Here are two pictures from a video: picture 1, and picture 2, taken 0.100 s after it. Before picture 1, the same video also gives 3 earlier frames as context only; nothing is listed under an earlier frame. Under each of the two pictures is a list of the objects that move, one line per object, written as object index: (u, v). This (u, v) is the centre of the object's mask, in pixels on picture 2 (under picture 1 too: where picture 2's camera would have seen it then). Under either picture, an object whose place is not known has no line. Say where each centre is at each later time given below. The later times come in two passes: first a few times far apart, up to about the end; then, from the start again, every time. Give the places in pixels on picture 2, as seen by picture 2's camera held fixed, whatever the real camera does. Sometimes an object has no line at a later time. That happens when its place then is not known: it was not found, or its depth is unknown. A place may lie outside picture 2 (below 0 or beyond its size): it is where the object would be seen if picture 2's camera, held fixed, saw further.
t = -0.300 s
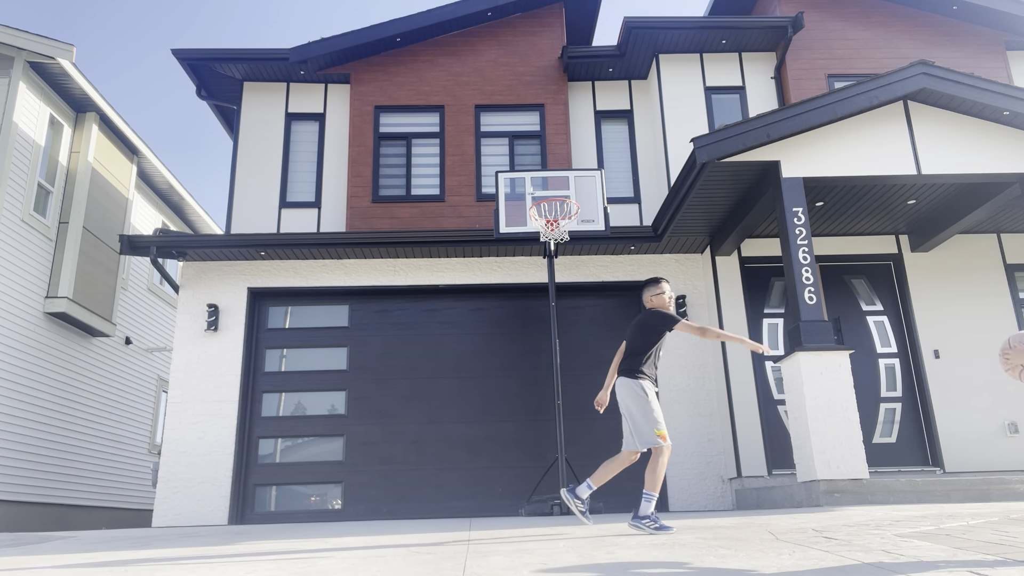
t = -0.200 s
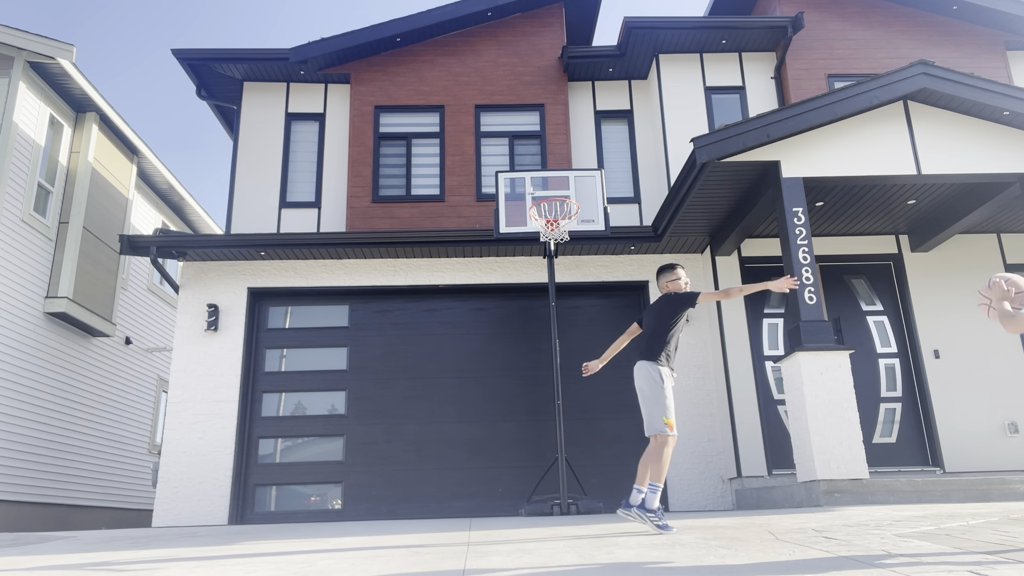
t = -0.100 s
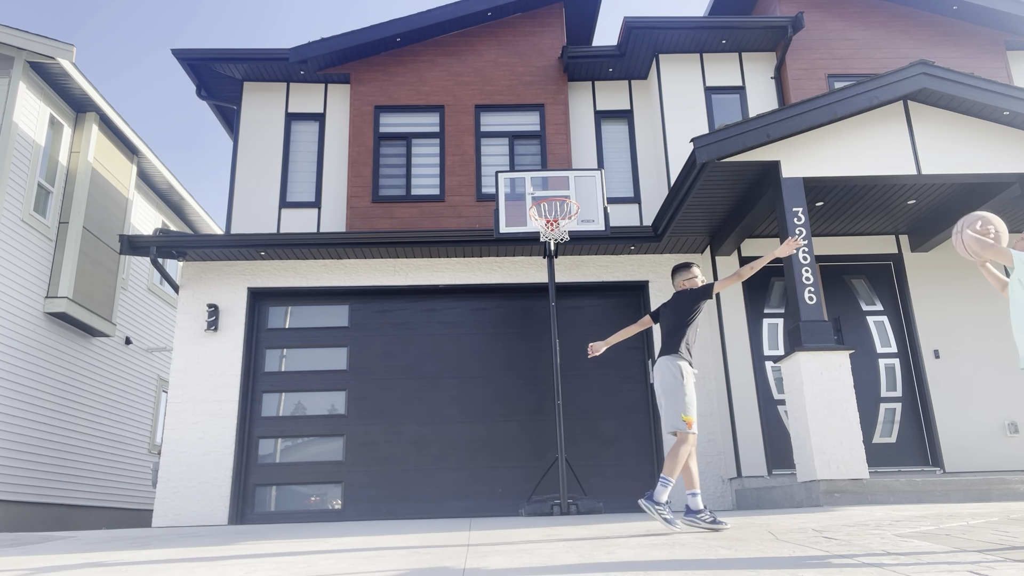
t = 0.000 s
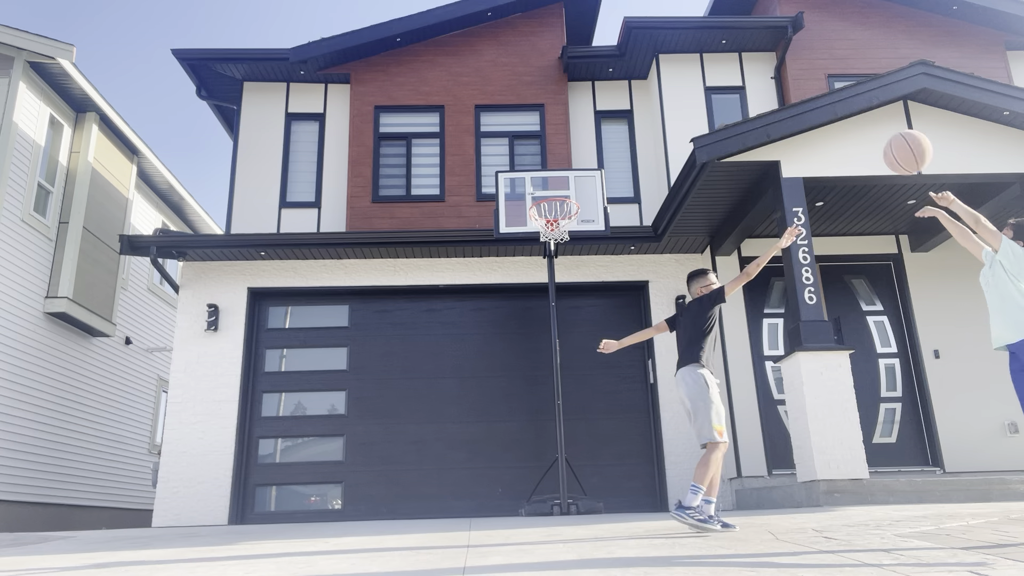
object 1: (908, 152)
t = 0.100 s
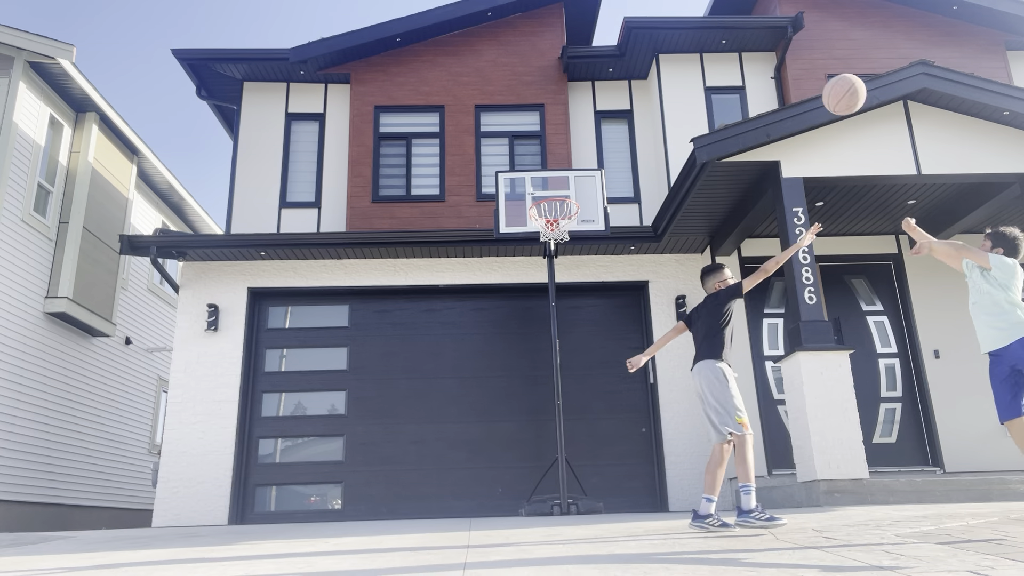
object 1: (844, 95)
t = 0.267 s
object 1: (765, 46)
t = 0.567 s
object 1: (667, 53)
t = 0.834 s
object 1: (607, 127)
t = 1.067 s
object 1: (599, 194)
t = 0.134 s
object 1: (826, 81)
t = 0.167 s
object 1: (809, 69)
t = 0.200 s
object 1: (794, 60)
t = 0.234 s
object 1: (779, 52)
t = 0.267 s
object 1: (765, 46)
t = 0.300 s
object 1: (752, 42)
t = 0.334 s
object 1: (739, 39)
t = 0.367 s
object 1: (727, 37)
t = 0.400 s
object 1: (716, 37)
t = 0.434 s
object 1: (705, 38)
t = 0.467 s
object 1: (695, 40)
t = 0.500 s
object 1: (685, 43)
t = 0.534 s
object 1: (676, 47)
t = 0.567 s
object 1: (667, 53)
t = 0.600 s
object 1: (659, 59)
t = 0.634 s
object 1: (650, 66)
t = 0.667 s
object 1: (643, 74)
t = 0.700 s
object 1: (635, 83)
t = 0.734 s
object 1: (628, 93)
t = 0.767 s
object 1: (621, 104)
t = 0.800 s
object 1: (614, 115)
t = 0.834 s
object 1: (607, 127)
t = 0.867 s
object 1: (601, 140)
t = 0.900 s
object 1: (595, 154)
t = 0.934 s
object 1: (588, 168)
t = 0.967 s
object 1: (582, 183)
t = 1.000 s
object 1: (581, 194)
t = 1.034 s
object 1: (590, 193)
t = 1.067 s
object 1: (599, 194)
